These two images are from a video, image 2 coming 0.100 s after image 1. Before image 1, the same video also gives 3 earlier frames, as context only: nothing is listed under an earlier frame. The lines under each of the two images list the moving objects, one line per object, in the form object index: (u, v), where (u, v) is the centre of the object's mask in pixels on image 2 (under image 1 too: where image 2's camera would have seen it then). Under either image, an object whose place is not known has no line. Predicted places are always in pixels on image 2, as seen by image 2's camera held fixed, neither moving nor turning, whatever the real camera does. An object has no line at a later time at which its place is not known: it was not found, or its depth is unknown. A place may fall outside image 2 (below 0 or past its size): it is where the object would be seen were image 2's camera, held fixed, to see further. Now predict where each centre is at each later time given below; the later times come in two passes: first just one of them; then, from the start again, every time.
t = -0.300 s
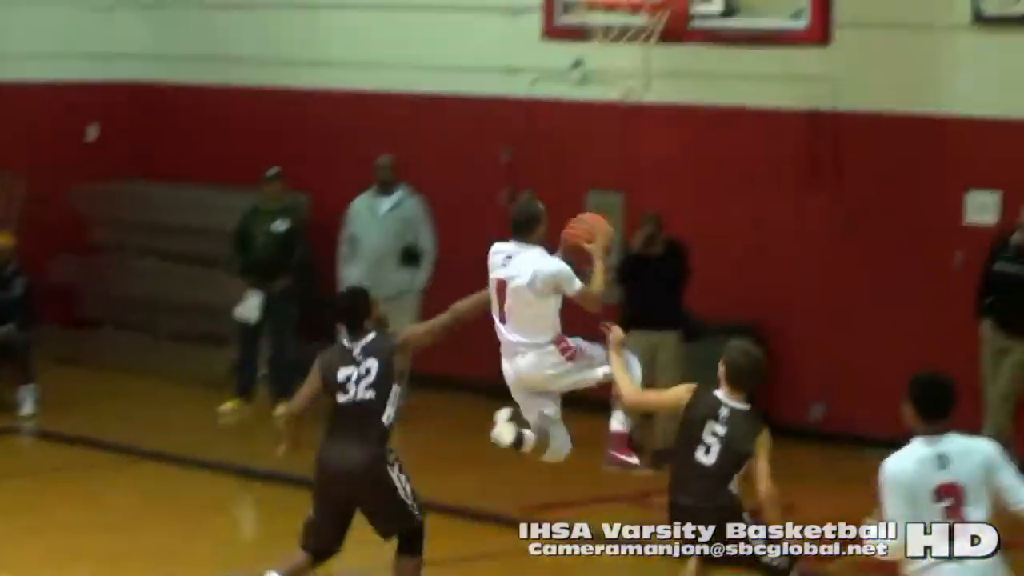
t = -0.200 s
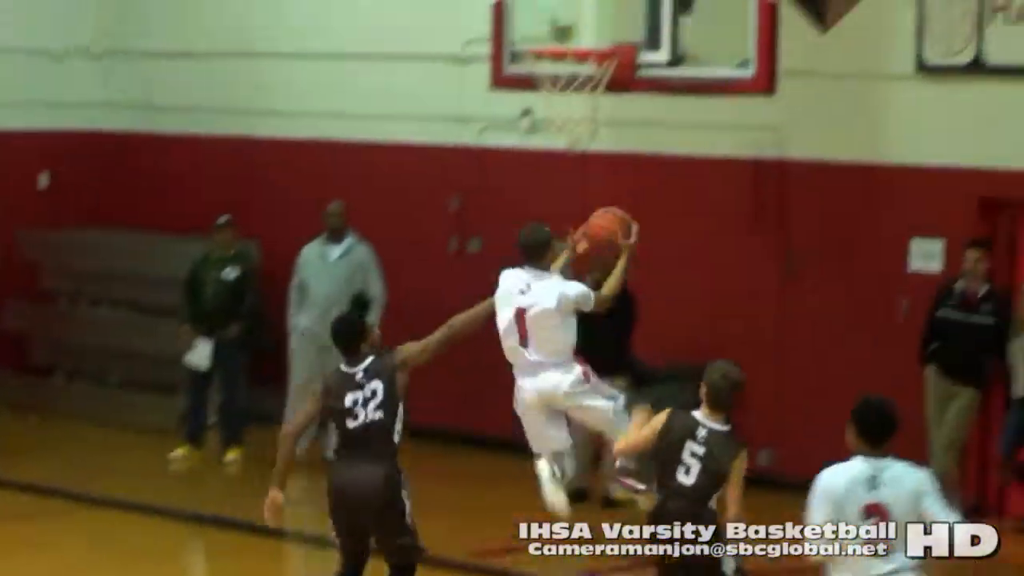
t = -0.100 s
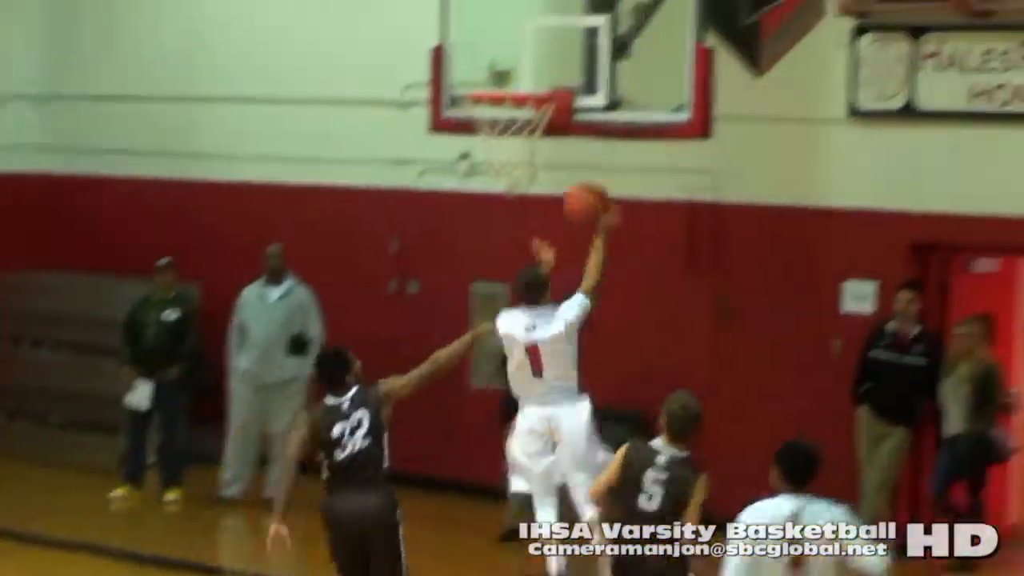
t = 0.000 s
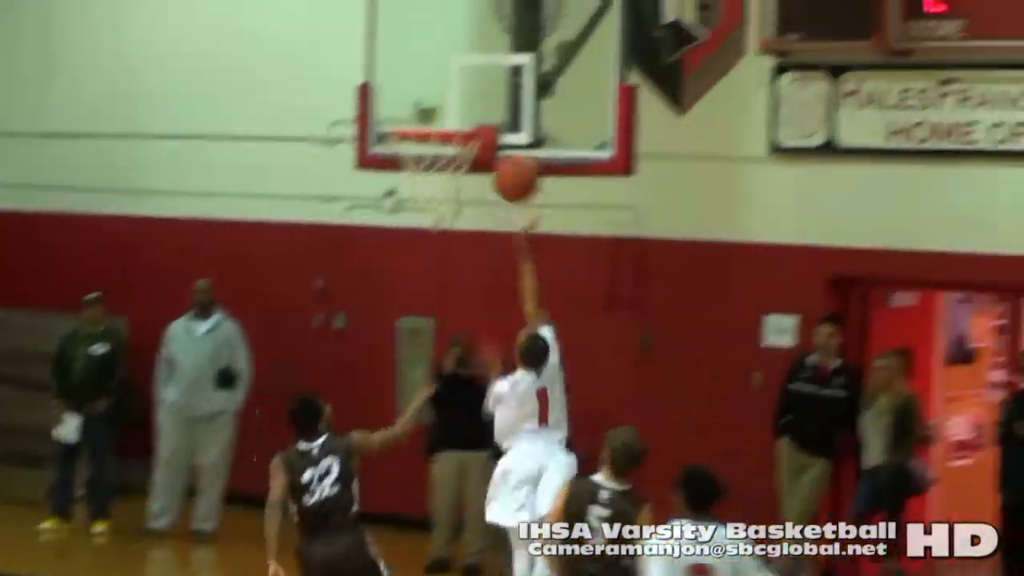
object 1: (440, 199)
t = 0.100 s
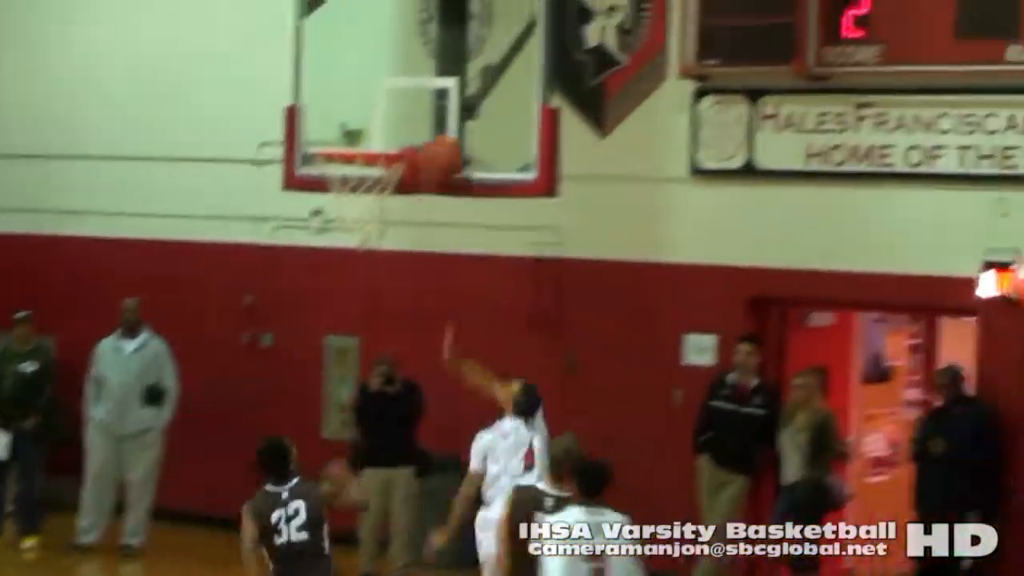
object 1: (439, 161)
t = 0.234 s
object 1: (429, 139)
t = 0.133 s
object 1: (439, 151)
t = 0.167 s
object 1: (427, 145)
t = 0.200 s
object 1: (425, 142)
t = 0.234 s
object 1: (429, 139)
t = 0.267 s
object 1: (433, 136)
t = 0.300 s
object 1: (437, 137)
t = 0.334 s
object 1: (439, 139)
